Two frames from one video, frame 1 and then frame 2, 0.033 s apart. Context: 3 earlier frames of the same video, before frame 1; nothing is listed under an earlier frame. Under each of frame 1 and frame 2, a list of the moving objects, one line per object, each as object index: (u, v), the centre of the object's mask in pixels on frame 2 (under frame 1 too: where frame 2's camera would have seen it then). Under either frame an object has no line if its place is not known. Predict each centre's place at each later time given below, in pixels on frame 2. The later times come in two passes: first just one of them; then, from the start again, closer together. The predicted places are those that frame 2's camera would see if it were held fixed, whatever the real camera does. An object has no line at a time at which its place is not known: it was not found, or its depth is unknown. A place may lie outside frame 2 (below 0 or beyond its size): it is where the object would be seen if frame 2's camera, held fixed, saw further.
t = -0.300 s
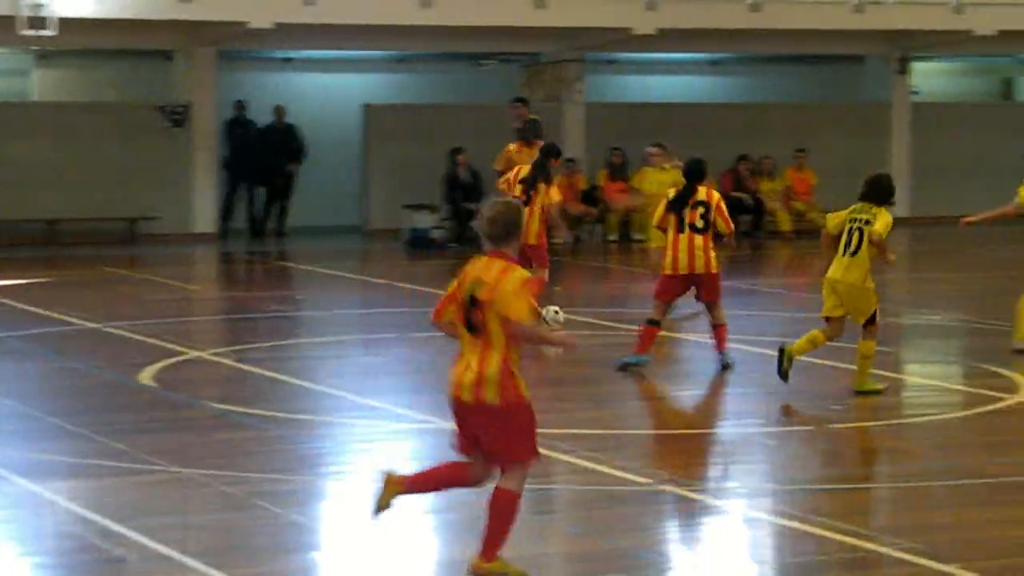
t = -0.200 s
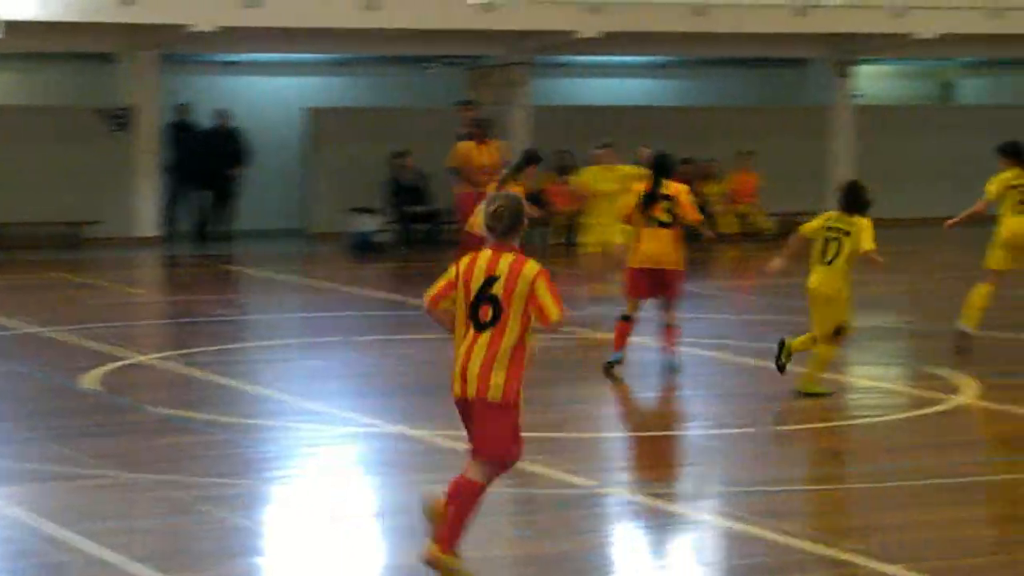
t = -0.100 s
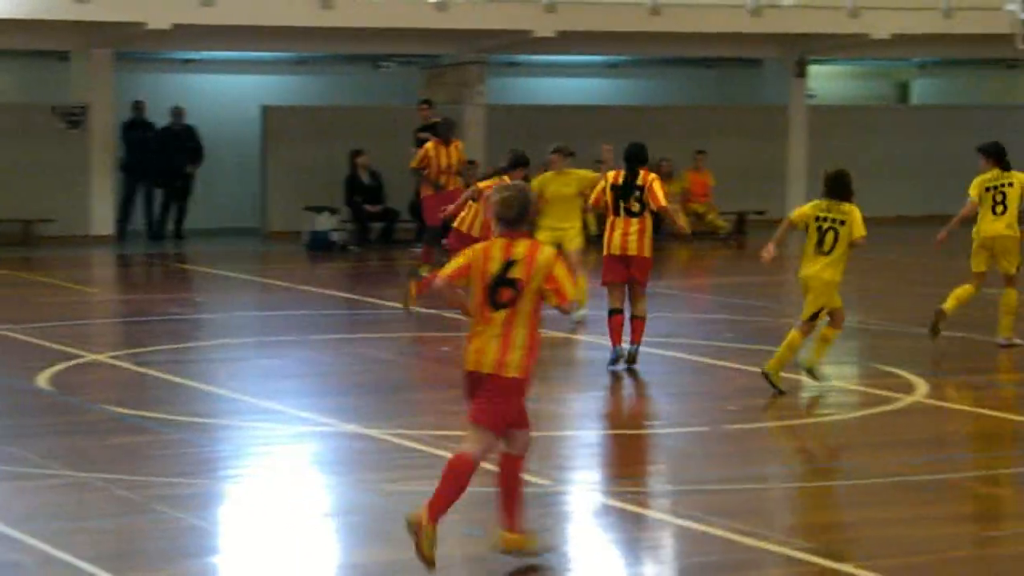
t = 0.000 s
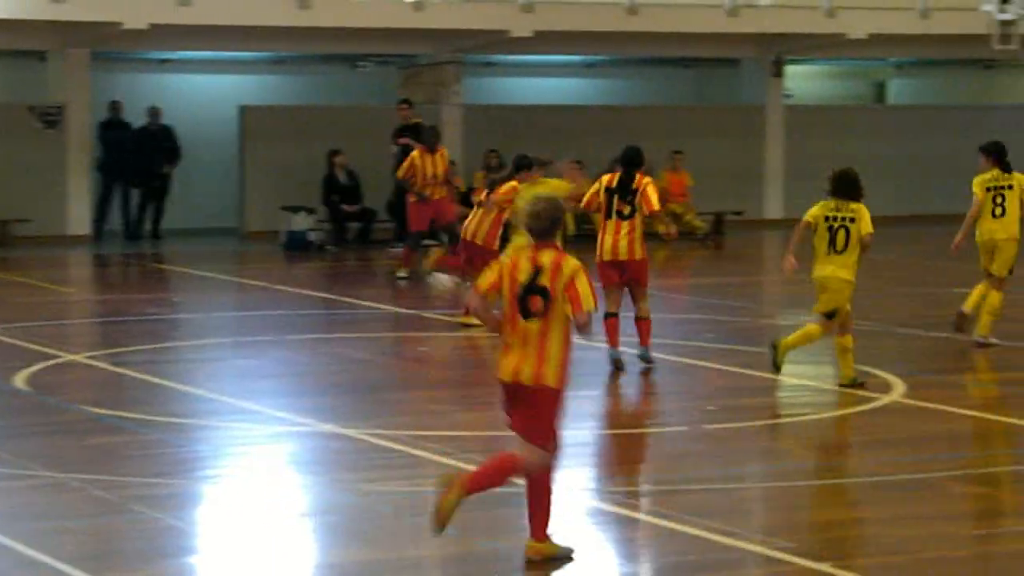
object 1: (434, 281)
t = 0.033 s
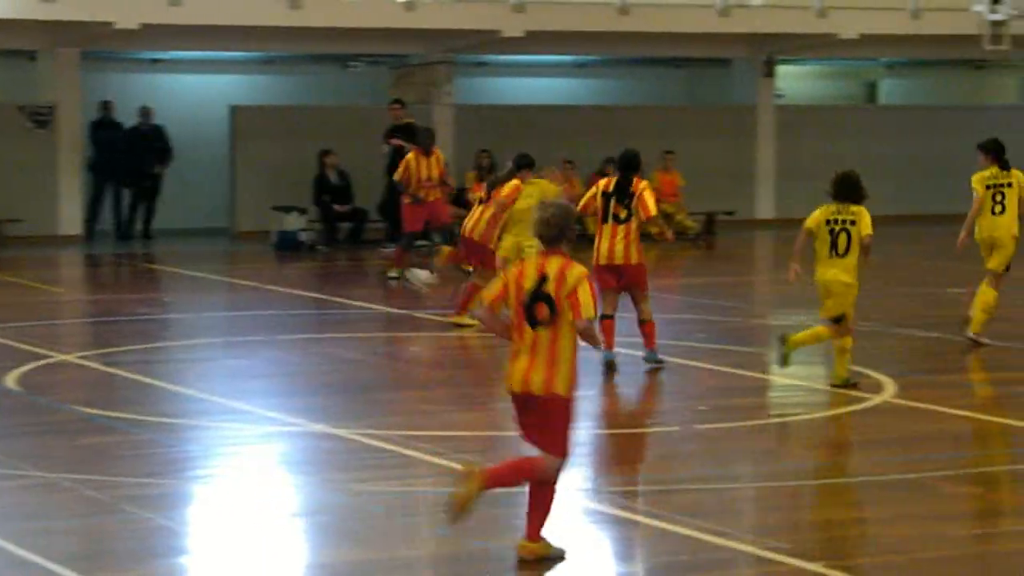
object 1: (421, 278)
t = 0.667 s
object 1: (239, 279)
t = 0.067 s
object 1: (405, 276)
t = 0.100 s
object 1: (392, 274)
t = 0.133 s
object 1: (380, 272)
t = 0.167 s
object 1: (365, 271)
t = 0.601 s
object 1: (246, 284)
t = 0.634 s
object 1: (241, 282)
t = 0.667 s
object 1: (239, 279)
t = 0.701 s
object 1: (233, 279)
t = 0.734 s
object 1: (230, 280)
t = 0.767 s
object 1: (226, 280)
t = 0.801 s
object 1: (223, 279)
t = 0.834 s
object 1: (221, 278)
